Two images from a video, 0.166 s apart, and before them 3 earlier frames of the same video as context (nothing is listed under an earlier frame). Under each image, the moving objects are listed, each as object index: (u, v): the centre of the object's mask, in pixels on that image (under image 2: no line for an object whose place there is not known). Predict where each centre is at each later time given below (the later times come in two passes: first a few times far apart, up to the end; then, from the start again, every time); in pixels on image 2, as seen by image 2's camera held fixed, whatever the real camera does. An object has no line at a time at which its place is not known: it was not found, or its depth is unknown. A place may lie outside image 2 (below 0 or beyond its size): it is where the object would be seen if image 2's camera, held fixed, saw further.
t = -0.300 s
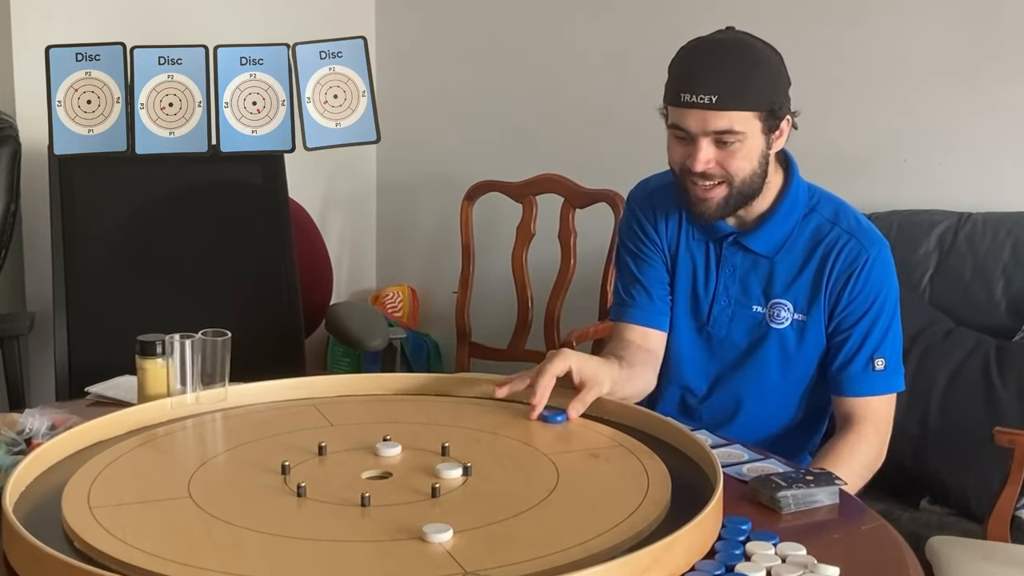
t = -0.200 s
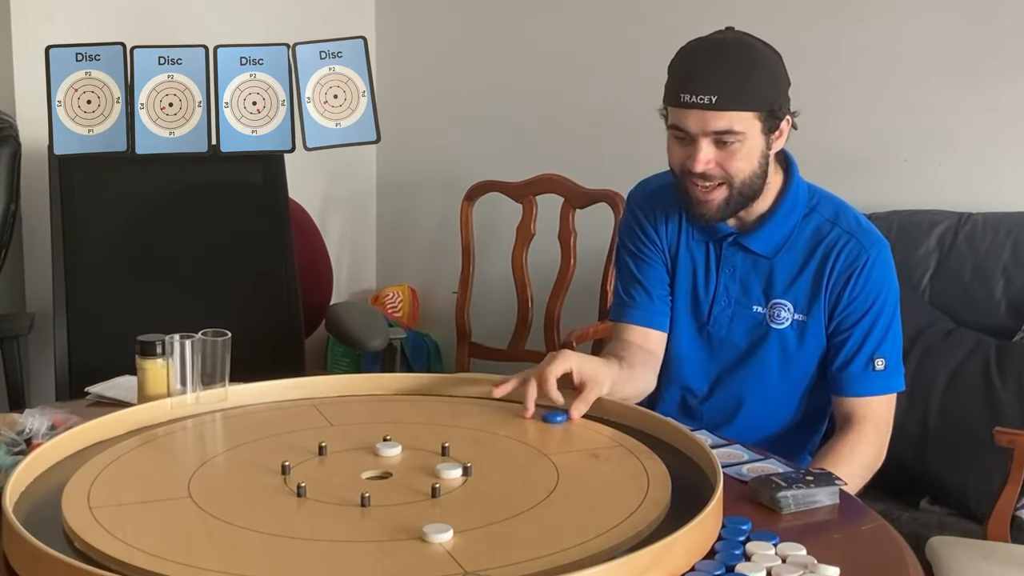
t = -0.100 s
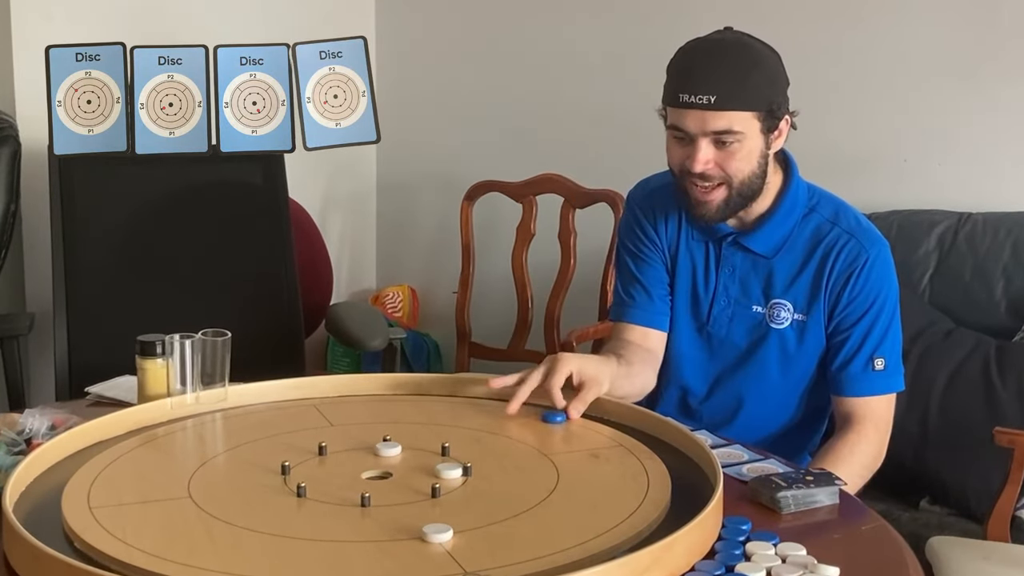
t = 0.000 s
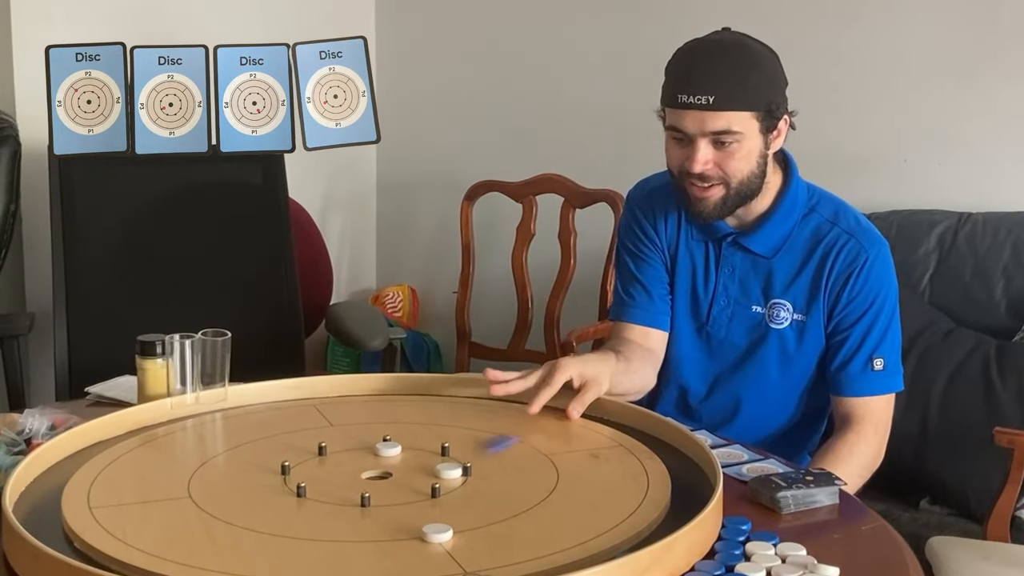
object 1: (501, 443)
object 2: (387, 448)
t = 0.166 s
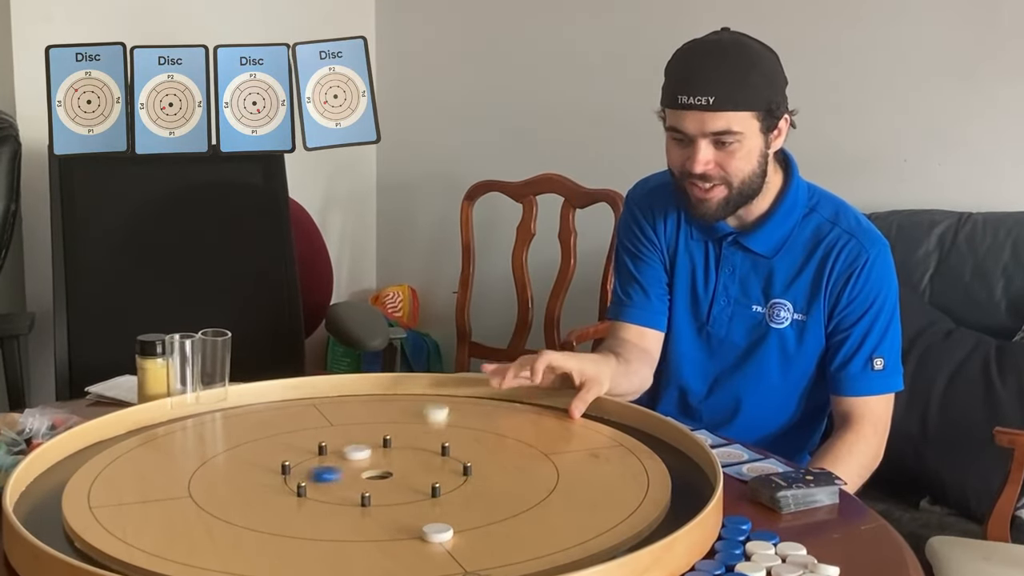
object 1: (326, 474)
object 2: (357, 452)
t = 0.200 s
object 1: (352, 477)
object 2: (345, 453)
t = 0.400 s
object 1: (483, 487)
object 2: (307, 461)
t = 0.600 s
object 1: (571, 495)
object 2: (305, 461)
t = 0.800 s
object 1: (622, 499)
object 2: (304, 461)
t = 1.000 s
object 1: (632, 500)
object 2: (305, 462)
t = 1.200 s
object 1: (632, 500)
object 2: (304, 461)
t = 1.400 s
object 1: (632, 500)
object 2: (305, 461)
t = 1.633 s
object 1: (632, 500)
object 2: (304, 461)
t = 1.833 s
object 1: (632, 500)
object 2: (304, 461)
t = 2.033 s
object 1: (632, 500)
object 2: (304, 461)
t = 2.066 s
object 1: (632, 500)
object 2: (305, 461)
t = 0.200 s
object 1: (352, 477)
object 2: (345, 453)
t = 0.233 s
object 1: (379, 478)
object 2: (333, 455)
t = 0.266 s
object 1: (402, 481)
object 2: (326, 456)
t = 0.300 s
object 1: (423, 482)
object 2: (320, 458)
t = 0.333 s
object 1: (448, 484)
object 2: (315, 459)
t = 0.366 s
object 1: (465, 486)
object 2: (310, 460)
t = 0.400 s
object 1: (483, 487)
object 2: (307, 461)
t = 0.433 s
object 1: (500, 489)
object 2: (306, 461)
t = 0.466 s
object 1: (516, 490)
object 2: (305, 461)
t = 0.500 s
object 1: (532, 491)
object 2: (305, 461)
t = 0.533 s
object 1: (545, 492)
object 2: (305, 461)
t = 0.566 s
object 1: (559, 494)
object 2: (305, 461)
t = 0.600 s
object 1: (571, 495)
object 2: (305, 461)
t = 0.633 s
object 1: (582, 496)
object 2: (305, 461)
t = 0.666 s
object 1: (592, 497)
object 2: (304, 461)
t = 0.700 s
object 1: (601, 498)
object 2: (305, 461)
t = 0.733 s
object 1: (610, 498)
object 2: (304, 461)
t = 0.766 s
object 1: (616, 499)
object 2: (304, 461)
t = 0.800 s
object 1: (622, 499)
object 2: (304, 461)
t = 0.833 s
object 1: (626, 500)
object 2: (304, 461)
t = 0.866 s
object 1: (630, 500)
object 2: (304, 461)
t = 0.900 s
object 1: (632, 500)
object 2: (304, 461)
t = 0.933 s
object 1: (632, 500)
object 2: (305, 461)
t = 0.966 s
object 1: (632, 500)
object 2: (304, 461)
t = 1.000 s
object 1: (632, 500)
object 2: (305, 462)
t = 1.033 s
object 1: (632, 500)
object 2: (304, 461)
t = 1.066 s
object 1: (632, 500)
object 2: (304, 461)
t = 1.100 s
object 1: (632, 500)
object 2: (304, 461)
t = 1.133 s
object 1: (632, 500)
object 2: (304, 461)
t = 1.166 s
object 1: (632, 500)
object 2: (304, 461)
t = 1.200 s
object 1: (632, 500)
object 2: (304, 461)
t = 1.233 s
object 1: (632, 500)
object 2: (305, 462)
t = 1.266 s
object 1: (632, 500)
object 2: (304, 461)
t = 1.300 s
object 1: (632, 500)
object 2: (304, 461)
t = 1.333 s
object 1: (632, 500)
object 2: (304, 461)
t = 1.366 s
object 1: (632, 500)
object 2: (305, 461)
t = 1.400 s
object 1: (632, 500)
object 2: (305, 461)
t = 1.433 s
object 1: (632, 500)
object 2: (305, 461)
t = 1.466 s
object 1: (632, 500)
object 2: (304, 461)
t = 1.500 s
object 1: (632, 500)
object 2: (304, 462)
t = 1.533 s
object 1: (632, 500)
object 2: (304, 461)
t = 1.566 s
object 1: (632, 500)
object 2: (304, 461)
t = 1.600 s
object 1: (632, 500)
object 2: (304, 461)
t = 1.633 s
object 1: (632, 500)
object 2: (304, 461)
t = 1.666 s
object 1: (632, 500)
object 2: (304, 461)
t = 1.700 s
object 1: (632, 500)
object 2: (304, 461)
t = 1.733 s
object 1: (632, 500)
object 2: (305, 461)
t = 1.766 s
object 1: (632, 500)
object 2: (304, 461)
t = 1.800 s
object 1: (632, 500)
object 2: (304, 461)
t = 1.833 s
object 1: (632, 500)
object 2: (304, 461)
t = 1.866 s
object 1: (632, 500)
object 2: (305, 461)
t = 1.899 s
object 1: (632, 500)
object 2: (305, 462)
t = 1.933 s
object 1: (632, 500)
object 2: (304, 461)
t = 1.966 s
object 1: (632, 500)
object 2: (305, 461)
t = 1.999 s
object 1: (632, 500)
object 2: (304, 461)
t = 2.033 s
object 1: (632, 500)
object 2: (304, 461)
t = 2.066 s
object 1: (632, 500)
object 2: (305, 461)
